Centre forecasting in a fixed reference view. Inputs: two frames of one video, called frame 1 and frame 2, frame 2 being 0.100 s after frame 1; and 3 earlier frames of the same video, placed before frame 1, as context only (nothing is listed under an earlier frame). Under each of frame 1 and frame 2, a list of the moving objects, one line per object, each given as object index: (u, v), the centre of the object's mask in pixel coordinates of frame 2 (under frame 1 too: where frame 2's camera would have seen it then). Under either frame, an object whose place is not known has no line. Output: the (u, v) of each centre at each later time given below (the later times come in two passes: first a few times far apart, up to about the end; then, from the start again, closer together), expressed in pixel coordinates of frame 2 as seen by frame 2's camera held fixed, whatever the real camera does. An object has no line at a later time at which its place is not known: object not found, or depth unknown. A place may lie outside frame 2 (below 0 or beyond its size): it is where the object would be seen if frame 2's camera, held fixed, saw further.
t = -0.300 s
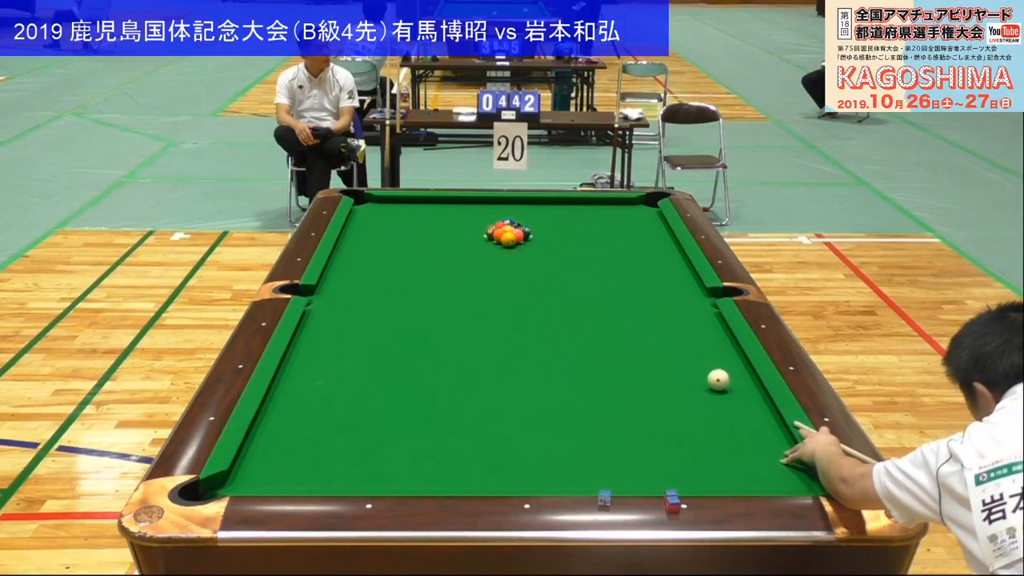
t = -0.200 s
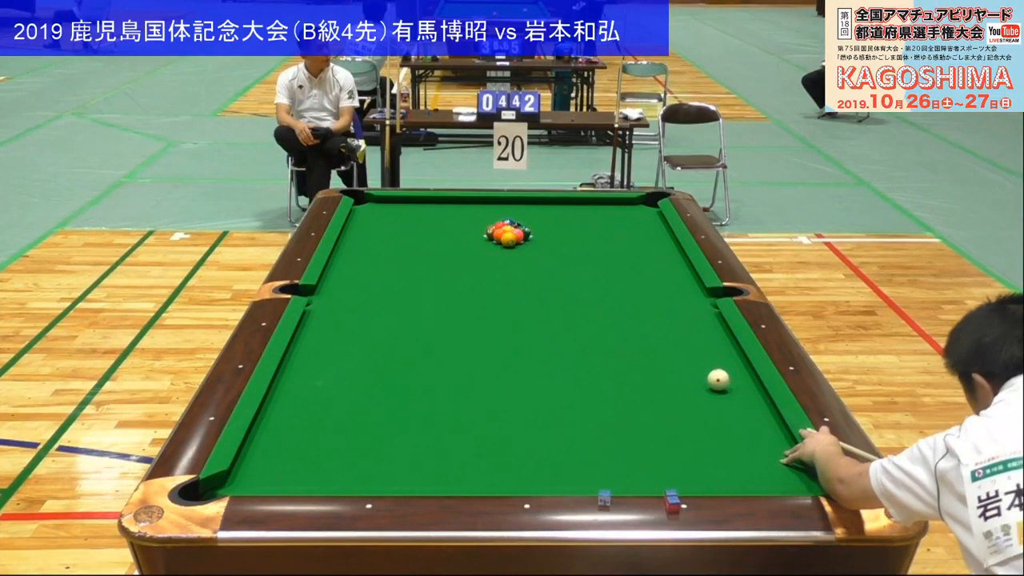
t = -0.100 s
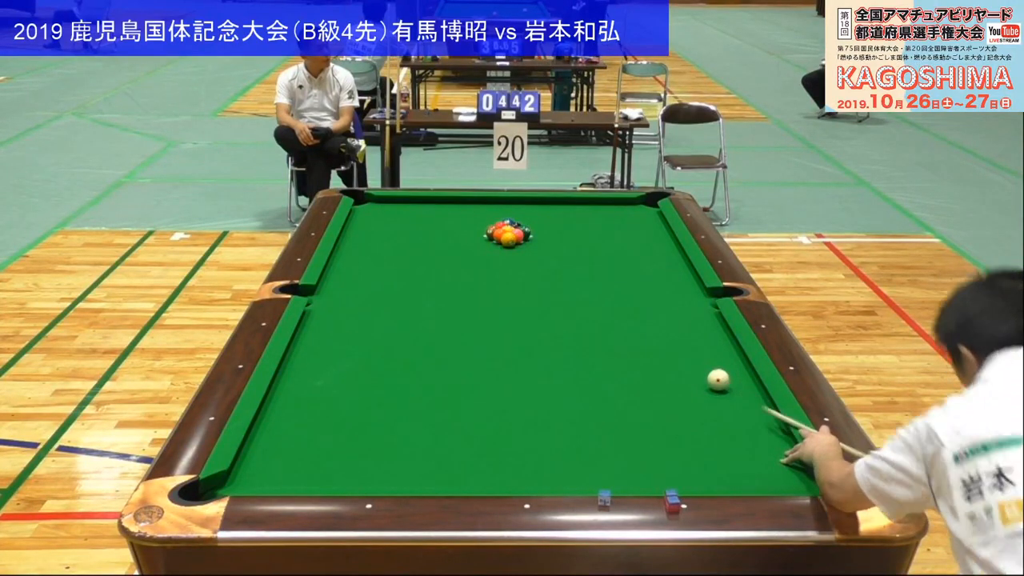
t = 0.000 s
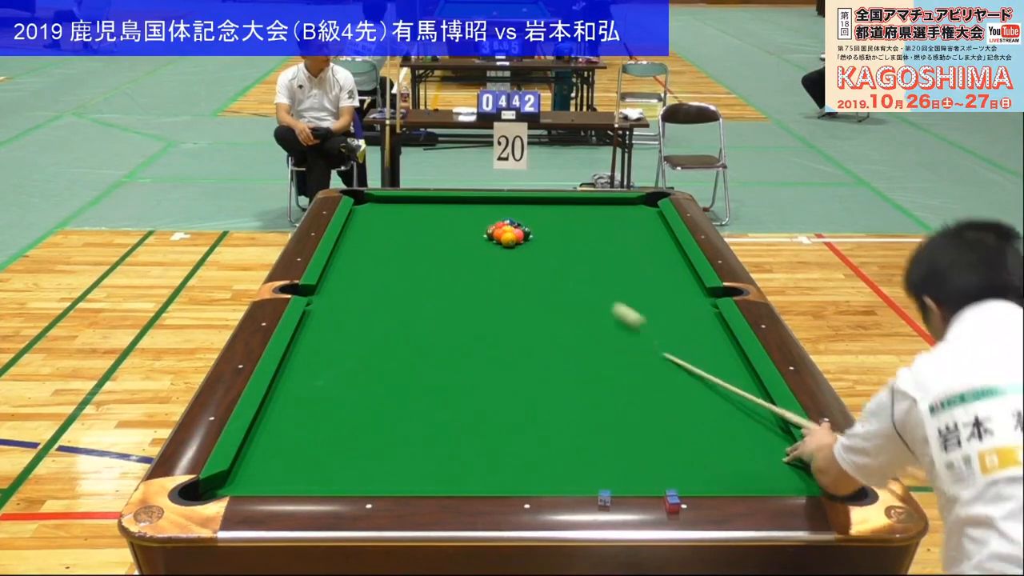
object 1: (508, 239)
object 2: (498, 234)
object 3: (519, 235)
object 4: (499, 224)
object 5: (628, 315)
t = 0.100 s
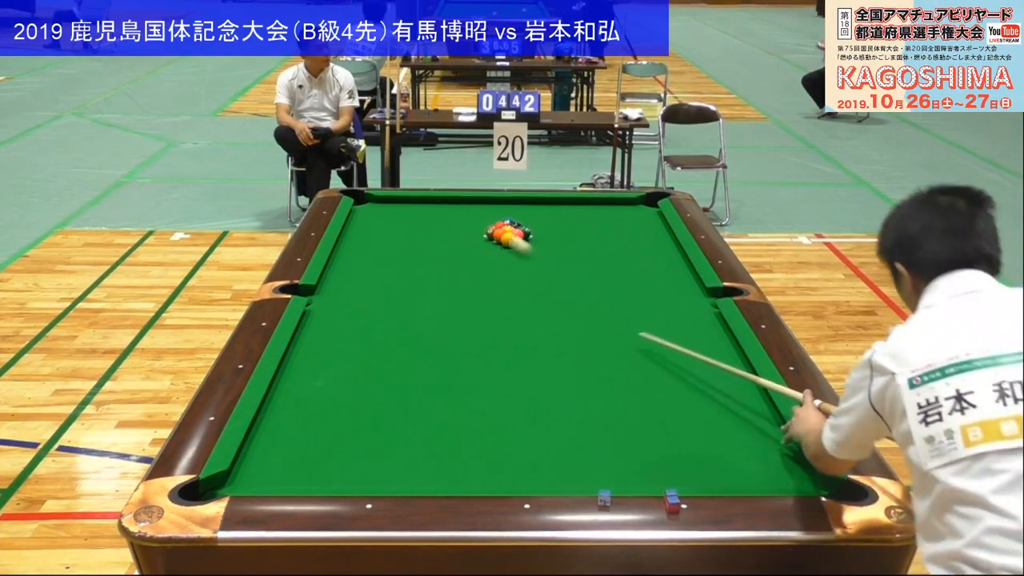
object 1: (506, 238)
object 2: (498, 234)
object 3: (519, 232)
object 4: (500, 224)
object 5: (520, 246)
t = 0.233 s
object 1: (484, 248)
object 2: (449, 239)
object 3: (525, 235)
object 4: (494, 223)
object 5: (530, 247)
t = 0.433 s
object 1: (450, 262)
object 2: (383, 242)
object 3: (540, 238)
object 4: (486, 216)
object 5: (549, 254)
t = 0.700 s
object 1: (401, 281)
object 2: (368, 249)
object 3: (558, 239)
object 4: (476, 207)
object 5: (559, 253)
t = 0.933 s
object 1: (355, 299)
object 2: (403, 257)
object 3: (574, 241)
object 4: (468, 200)
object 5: (566, 252)
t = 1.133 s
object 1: (312, 315)
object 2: (434, 264)
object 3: (547, 248)
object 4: (463, 201)
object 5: (571, 251)
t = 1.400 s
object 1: (330, 333)
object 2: (474, 274)
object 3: (496, 259)
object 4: (457, 206)
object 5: (576, 250)
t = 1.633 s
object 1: (345, 350)
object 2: (511, 282)
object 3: (451, 269)
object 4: (452, 209)
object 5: (580, 249)
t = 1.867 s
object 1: (362, 367)
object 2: (547, 291)
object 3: (403, 279)
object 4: (448, 212)
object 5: (583, 248)
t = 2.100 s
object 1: (380, 384)
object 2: (539, 297)
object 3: (354, 290)
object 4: (443, 215)
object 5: (586, 248)
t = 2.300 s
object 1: (396, 400)
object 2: (534, 302)
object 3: (315, 298)
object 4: (439, 217)
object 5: (587, 247)
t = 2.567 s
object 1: (418, 422)
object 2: (528, 308)
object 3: (332, 287)
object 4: (435, 220)
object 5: (588, 247)
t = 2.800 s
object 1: (438, 442)
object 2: (523, 313)
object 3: (344, 279)
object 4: (431, 222)
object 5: (588, 247)
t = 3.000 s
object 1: (456, 460)
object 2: (519, 317)
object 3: (354, 273)
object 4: (428, 224)
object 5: (589, 247)
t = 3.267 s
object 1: (481, 479)
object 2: (513, 322)
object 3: (366, 265)
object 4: (426, 226)
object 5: (589, 247)
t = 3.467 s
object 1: (498, 474)
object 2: (509, 325)
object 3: (373, 260)
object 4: (423, 228)
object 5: (588, 247)
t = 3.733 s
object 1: (518, 462)
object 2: (504, 330)
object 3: (383, 253)
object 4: (420, 230)
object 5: (589, 247)
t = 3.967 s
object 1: (534, 452)
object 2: (500, 332)
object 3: (391, 248)
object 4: (418, 231)
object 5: (589, 247)
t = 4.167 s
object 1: (546, 444)
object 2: (497, 335)
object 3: (397, 244)
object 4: (417, 232)
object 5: (589, 247)
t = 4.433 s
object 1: (561, 435)
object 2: (494, 337)
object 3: (404, 239)
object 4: (416, 232)
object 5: (589, 247)
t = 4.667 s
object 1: (572, 428)
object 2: (491, 339)
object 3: (407, 237)
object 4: (418, 231)
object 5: (589, 247)
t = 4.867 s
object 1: (581, 422)
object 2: (490, 340)
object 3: (407, 237)
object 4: (420, 230)
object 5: (589, 247)
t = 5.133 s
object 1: (591, 415)
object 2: (489, 342)
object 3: (408, 236)
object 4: (423, 228)
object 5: (589, 247)
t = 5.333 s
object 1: (598, 411)
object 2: (489, 342)
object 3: (408, 236)
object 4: (424, 227)
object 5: (589, 247)
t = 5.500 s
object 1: (603, 408)
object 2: (489, 342)
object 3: (408, 236)
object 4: (426, 226)
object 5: (589, 247)
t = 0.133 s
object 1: (502, 239)
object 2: (488, 236)
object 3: (519, 231)
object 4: (498, 224)
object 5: (519, 239)
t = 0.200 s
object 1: (489, 246)
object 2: (462, 238)
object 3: (522, 234)
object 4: (495, 224)
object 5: (527, 241)
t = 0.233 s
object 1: (484, 248)
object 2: (449, 239)
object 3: (525, 235)
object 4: (494, 223)
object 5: (530, 247)
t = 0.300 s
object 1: (473, 252)
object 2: (426, 240)
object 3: (531, 237)
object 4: (492, 220)
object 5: (538, 250)
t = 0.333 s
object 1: (467, 255)
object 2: (415, 240)
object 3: (533, 237)
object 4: (490, 219)
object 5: (541, 251)
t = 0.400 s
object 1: (456, 259)
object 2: (394, 241)
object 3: (538, 238)
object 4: (488, 217)
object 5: (547, 253)
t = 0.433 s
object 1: (450, 262)
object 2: (383, 242)
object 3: (540, 238)
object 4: (486, 216)
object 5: (549, 254)
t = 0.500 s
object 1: (438, 266)
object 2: (362, 243)
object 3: (545, 239)
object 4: (484, 213)
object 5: (553, 254)
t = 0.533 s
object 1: (432, 268)
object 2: (351, 244)
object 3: (547, 239)
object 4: (483, 212)
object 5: (555, 254)
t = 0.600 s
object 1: (420, 273)
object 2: (350, 246)
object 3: (552, 239)
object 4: (480, 210)
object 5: (557, 253)
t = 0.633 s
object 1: (414, 275)
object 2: (356, 247)
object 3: (554, 239)
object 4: (479, 209)
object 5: (558, 253)
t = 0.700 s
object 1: (401, 281)
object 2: (368, 249)
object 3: (558, 239)
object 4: (476, 207)
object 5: (559, 253)
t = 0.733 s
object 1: (395, 283)
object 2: (373, 250)
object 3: (560, 239)
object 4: (475, 206)
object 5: (561, 253)
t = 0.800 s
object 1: (381, 288)
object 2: (383, 253)
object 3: (566, 239)
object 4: (473, 204)
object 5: (562, 253)
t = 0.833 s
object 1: (375, 291)
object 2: (388, 254)
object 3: (568, 240)
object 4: (472, 203)
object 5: (563, 252)
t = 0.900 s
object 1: (362, 296)
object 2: (398, 256)
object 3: (572, 240)
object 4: (469, 201)
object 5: (565, 252)
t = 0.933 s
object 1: (355, 299)
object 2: (403, 257)
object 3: (574, 241)
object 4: (468, 200)
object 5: (566, 252)
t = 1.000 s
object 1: (341, 304)
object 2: (413, 260)
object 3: (578, 242)
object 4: (466, 199)
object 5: (567, 252)
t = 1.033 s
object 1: (334, 307)
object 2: (418, 261)
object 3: (573, 241)
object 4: (466, 200)
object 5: (568, 252)
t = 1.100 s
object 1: (319, 312)
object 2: (428, 263)
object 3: (555, 246)
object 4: (464, 201)
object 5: (570, 251)
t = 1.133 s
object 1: (312, 315)
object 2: (434, 264)
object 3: (547, 248)
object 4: (463, 201)
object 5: (571, 251)
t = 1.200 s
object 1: (316, 320)
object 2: (444, 267)
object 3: (534, 251)
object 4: (462, 202)
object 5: (572, 251)
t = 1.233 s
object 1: (319, 322)
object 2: (449, 268)
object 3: (528, 252)
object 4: (461, 203)
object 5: (573, 250)
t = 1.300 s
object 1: (323, 326)
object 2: (459, 270)
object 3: (515, 255)
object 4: (460, 204)
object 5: (574, 250)
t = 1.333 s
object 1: (325, 329)
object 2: (464, 271)
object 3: (509, 256)
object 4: (459, 204)
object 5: (575, 250)
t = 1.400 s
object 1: (330, 333)
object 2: (474, 274)
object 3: (496, 259)
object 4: (457, 206)
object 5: (576, 250)
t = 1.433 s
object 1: (332, 336)
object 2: (480, 275)
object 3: (490, 260)
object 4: (457, 206)
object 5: (577, 250)
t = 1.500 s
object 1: (336, 340)
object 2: (491, 277)
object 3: (476, 263)
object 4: (455, 207)
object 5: (578, 250)
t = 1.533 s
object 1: (339, 343)
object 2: (495, 278)
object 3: (470, 265)
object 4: (454, 208)
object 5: (579, 249)
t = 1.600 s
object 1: (344, 347)
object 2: (506, 281)
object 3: (457, 267)
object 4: (453, 208)
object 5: (580, 249)
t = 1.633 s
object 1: (345, 350)
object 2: (511, 282)
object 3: (451, 269)
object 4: (452, 209)
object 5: (580, 249)
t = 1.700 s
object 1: (350, 355)
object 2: (522, 285)
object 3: (437, 272)
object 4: (451, 210)
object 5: (581, 249)
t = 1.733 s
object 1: (353, 357)
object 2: (527, 287)
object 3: (430, 273)
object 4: (450, 210)
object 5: (581, 249)
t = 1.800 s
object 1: (358, 362)
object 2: (538, 289)
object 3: (417, 276)
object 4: (449, 211)
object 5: (582, 248)
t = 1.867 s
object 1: (362, 367)
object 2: (547, 291)
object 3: (403, 279)
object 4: (448, 212)
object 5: (583, 248)
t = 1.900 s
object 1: (365, 369)
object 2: (545, 292)
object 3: (396, 281)
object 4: (447, 212)
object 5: (584, 248)
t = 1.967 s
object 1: (370, 374)
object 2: (542, 293)
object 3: (382, 284)
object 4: (446, 213)
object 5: (584, 248)
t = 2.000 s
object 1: (372, 377)
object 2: (541, 294)
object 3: (375, 285)
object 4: (445, 214)
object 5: (584, 248)
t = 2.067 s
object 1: (378, 382)
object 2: (539, 296)
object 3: (361, 288)
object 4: (444, 214)
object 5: (585, 248)
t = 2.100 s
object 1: (380, 384)
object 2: (539, 297)
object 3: (354, 290)
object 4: (443, 215)
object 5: (586, 248)
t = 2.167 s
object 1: (385, 390)
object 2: (537, 298)
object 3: (340, 293)
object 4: (442, 216)
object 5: (586, 248)
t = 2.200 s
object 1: (388, 393)
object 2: (536, 299)
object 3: (333, 294)
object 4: (441, 216)
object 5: (586, 248)
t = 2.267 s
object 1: (393, 398)
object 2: (534, 301)
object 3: (318, 297)
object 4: (440, 217)
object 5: (587, 248)
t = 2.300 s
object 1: (396, 400)
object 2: (534, 302)
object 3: (315, 298)
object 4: (439, 217)
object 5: (587, 247)
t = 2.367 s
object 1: (401, 406)
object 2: (532, 304)
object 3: (320, 295)
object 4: (438, 218)
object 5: (587, 248)
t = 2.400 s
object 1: (404, 409)
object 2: (532, 304)
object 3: (322, 294)
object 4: (438, 218)
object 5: (587, 247)
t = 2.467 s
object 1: (409, 414)
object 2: (530, 306)
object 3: (326, 291)
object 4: (436, 219)
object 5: (587, 247)
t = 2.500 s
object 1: (412, 417)
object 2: (529, 307)
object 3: (328, 290)
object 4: (436, 219)
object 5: (588, 247)
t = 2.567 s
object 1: (418, 422)
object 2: (528, 308)
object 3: (332, 287)
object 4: (435, 220)
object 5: (588, 247)
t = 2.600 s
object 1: (421, 425)
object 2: (527, 309)
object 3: (333, 286)
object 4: (434, 220)
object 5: (588, 247)
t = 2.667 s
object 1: (427, 431)
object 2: (526, 310)
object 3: (337, 284)
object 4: (433, 221)
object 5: (588, 247)
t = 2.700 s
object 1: (429, 434)
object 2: (525, 311)
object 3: (339, 283)
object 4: (433, 221)
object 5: (588, 247)
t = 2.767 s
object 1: (435, 439)
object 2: (523, 312)
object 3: (342, 280)
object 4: (432, 222)
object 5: (588, 247)
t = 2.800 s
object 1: (438, 442)
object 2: (523, 313)
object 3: (344, 279)
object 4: (431, 222)
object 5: (588, 247)
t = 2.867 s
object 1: (444, 448)
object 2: (521, 314)
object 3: (347, 277)
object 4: (430, 224)
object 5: (589, 247)
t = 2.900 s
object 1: (447, 451)
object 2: (521, 315)
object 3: (349, 276)
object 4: (430, 224)
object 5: (588, 247)
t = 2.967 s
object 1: (453, 457)
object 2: (519, 317)
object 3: (352, 274)
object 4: (429, 224)
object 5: (589, 247)
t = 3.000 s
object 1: (456, 460)
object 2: (519, 317)
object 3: (354, 273)
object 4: (428, 224)
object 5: (589, 247)
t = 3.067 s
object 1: (463, 466)
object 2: (518, 319)
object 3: (357, 271)
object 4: (428, 225)
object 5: (588, 247)
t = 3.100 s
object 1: (466, 469)
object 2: (517, 319)
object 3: (358, 270)
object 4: (427, 225)
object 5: (589, 247)
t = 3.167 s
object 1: (472, 474)
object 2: (515, 320)
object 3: (361, 268)
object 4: (426, 226)
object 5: (589, 247)
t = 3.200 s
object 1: (475, 476)
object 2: (514, 321)
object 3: (362, 267)
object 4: (426, 226)
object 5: (589, 247)
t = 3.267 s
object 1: (481, 479)
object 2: (513, 322)
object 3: (366, 265)
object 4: (426, 226)
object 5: (589, 247)
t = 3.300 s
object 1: (484, 479)
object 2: (512, 323)
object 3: (367, 264)
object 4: (425, 227)
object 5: (589, 247)
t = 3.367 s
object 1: (490, 477)
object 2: (511, 324)
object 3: (369, 262)
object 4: (424, 227)
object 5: (588, 247)
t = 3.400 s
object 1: (493, 476)
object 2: (510, 324)
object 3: (371, 261)
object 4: (424, 228)
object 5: (588, 247)
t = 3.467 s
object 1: (498, 474)
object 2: (509, 325)
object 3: (373, 260)
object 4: (423, 228)
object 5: (588, 247)
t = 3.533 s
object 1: (503, 471)
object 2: (508, 327)
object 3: (376, 258)
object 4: (422, 228)
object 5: (588, 247)
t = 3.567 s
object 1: (506, 470)
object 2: (507, 327)
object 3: (378, 257)
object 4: (422, 228)
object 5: (588, 247)
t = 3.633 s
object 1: (511, 466)
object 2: (506, 328)
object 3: (380, 256)
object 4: (421, 229)
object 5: (589, 247)
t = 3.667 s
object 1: (514, 465)
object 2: (505, 329)
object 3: (381, 255)
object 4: (421, 229)
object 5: (588, 247)
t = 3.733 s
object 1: (518, 462)
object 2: (504, 330)
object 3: (383, 253)
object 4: (420, 230)
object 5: (589, 247)
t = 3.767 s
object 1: (521, 460)
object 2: (504, 330)
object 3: (384, 252)
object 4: (420, 230)
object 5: (588, 247)
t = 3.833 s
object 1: (525, 458)
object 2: (503, 331)
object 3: (387, 251)
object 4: (419, 230)
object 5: (589, 247)
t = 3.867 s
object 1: (528, 456)
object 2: (502, 332)
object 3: (388, 250)
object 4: (419, 230)
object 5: (589, 247)
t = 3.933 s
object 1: (532, 453)
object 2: (501, 332)
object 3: (390, 249)
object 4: (419, 231)
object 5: (589, 247)
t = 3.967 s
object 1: (534, 452)
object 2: (500, 332)
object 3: (391, 248)
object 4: (418, 231)
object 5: (589, 247)
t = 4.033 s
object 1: (538, 449)
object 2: (499, 334)
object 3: (393, 247)
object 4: (418, 231)
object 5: (588, 247)
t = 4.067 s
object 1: (540, 448)
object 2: (499, 334)
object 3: (394, 246)
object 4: (418, 231)
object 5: (588, 247)
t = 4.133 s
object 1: (544, 445)
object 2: (498, 335)
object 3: (396, 245)
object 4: (417, 232)
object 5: (588, 247)
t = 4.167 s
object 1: (546, 444)
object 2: (497, 335)
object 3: (397, 244)
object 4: (417, 232)
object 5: (589, 247)
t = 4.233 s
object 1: (550, 442)
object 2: (496, 336)
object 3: (399, 243)
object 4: (416, 232)
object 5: (588, 247)
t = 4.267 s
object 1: (552, 440)
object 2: (495, 336)
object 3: (400, 242)
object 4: (416, 232)
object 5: (589, 247)
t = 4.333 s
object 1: (556, 438)
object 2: (495, 337)
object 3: (402, 241)
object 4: (416, 232)
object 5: (589, 247)
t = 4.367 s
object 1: (557, 437)
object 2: (495, 337)
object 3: (402, 240)
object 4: (416, 232)
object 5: (589, 247)
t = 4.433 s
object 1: (561, 435)
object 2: (494, 337)
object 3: (404, 239)
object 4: (416, 232)
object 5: (589, 247)
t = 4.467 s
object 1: (562, 434)
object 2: (493, 338)
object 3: (405, 239)
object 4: (416, 232)
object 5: (589, 247)
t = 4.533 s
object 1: (566, 432)
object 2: (492, 338)
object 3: (407, 237)
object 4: (417, 231)
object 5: (588, 247)
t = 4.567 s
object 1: (568, 431)
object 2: (492, 339)
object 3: (407, 237)
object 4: (417, 231)
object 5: (589, 247)
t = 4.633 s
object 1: (571, 429)
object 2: (491, 339)
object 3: (407, 237)
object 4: (417, 230)
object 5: (589, 247)
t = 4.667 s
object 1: (572, 428)
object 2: (491, 339)
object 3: (407, 237)
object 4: (418, 231)
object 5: (589, 247)
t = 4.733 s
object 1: (575, 426)
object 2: (490, 340)
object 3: (407, 237)
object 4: (418, 230)
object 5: (589, 247)
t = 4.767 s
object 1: (577, 425)
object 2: (490, 340)
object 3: (407, 237)
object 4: (419, 230)
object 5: (588, 247)
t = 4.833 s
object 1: (579, 423)
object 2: (490, 340)
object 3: (408, 236)
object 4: (420, 229)
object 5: (589, 247)
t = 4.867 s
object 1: (581, 422)
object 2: (490, 340)
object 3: (407, 237)
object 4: (420, 230)
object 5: (589, 247)
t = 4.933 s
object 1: (584, 420)
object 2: (490, 341)
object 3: (407, 237)
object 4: (420, 229)
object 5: (589, 247)
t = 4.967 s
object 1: (585, 420)
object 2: (489, 341)
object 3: (408, 236)
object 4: (421, 229)
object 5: (589, 247)
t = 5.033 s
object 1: (588, 418)
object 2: (489, 341)
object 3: (408, 236)
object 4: (421, 228)
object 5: (589, 247)
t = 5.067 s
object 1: (589, 417)
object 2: (489, 341)
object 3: (408, 236)
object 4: (422, 228)
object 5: (589, 247)
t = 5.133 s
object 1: (591, 415)
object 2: (489, 342)
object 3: (408, 236)
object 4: (423, 228)
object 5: (589, 247)
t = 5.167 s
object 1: (593, 415)
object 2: (489, 342)
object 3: (408, 236)
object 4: (423, 228)
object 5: (589, 247)
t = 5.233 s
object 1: (595, 413)
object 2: (489, 342)
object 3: (408, 236)
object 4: (423, 228)
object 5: (589, 247)
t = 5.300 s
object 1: (597, 412)
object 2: (489, 342)
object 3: (408, 236)
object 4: (424, 227)
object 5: (589, 247)
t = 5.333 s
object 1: (598, 411)
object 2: (489, 342)
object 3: (408, 236)
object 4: (424, 227)
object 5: (589, 247)
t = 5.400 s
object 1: (600, 409)
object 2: (489, 342)
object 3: (408, 236)
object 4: (425, 227)
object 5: (589, 247)
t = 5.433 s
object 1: (601, 409)
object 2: (489, 342)
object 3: (408, 236)
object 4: (425, 227)
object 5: (589, 247)
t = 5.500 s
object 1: (603, 408)
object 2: (489, 342)
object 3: (408, 236)
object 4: (426, 226)
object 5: (589, 247)
